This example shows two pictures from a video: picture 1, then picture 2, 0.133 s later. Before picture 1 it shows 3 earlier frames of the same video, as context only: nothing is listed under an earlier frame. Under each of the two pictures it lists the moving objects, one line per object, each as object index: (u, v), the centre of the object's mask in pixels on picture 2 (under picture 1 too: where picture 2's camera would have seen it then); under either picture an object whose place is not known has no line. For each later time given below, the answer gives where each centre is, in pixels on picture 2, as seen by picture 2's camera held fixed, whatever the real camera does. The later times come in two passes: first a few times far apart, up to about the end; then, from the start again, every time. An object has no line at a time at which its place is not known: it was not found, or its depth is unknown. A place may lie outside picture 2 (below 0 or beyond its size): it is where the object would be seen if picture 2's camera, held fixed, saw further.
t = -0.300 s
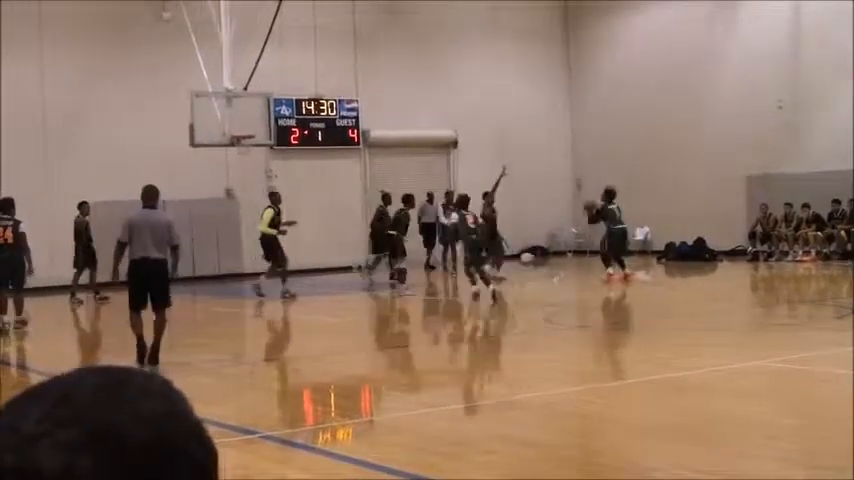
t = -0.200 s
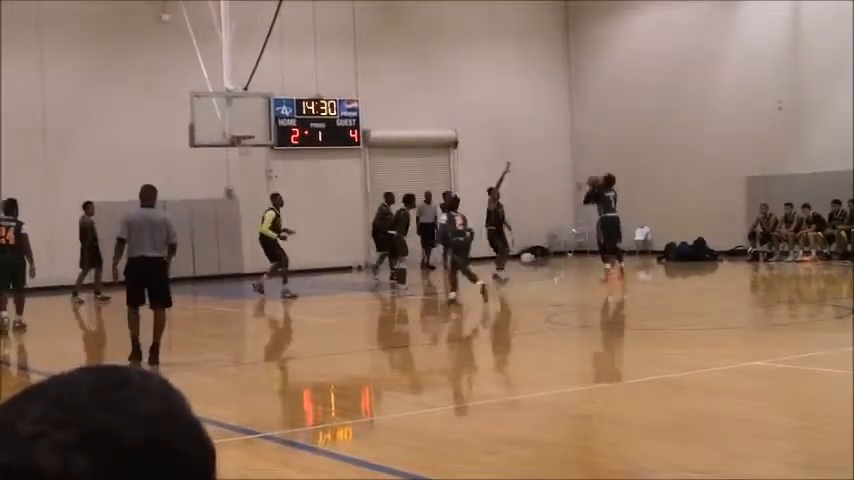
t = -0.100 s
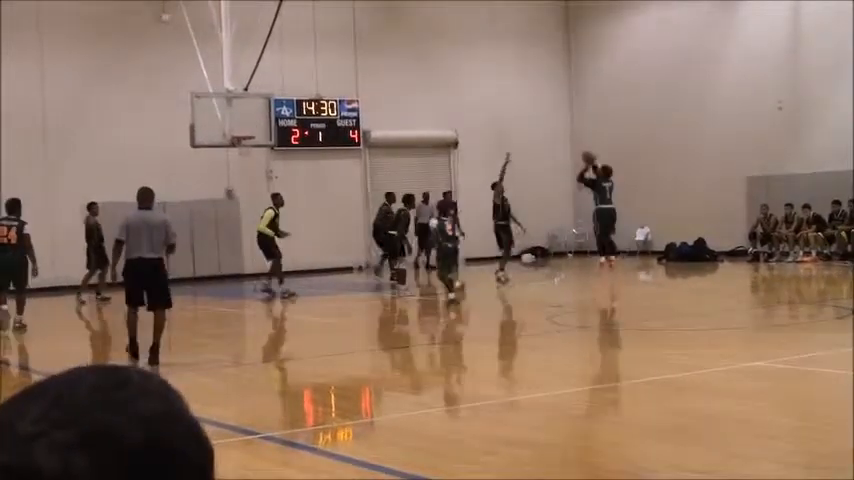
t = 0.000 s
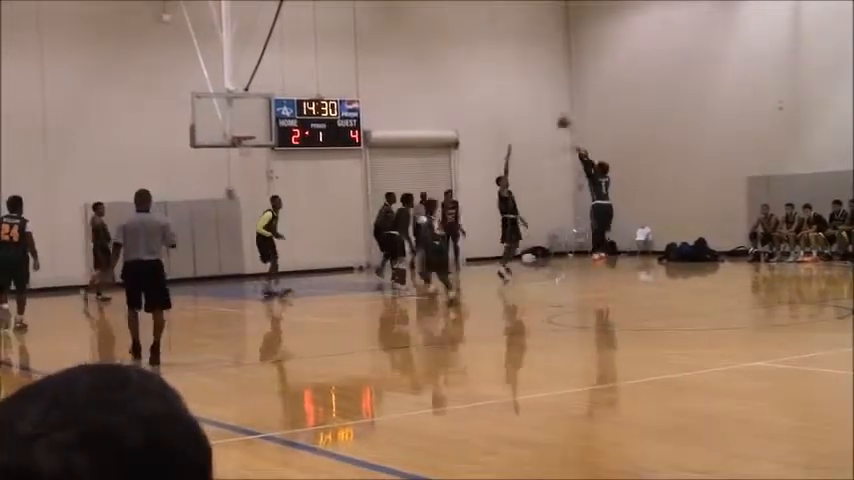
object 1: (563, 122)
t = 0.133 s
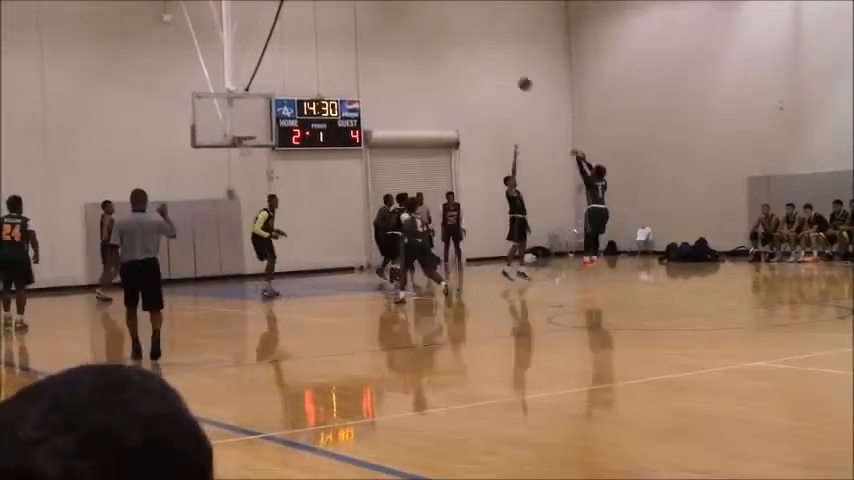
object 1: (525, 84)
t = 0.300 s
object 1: (478, 50)
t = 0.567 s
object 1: (410, 29)
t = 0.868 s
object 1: (341, 47)
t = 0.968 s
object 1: (320, 63)
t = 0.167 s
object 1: (515, 76)
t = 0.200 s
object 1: (505, 69)
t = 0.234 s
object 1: (496, 62)
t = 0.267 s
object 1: (487, 56)
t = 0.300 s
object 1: (478, 50)
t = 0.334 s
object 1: (469, 45)
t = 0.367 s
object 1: (460, 41)
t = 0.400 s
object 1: (452, 38)
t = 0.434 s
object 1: (443, 35)
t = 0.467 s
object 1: (435, 33)
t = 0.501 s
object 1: (426, 31)
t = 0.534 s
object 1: (419, 29)
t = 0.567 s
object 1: (410, 29)
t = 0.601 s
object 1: (402, 28)
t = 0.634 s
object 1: (394, 29)
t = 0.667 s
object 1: (387, 30)
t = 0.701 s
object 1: (379, 31)
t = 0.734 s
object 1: (371, 33)
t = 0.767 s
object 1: (363, 36)
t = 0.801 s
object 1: (356, 39)
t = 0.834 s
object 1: (348, 43)
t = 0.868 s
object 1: (341, 47)
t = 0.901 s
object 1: (334, 51)
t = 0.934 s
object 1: (326, 56)
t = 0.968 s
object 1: (320, 63)
